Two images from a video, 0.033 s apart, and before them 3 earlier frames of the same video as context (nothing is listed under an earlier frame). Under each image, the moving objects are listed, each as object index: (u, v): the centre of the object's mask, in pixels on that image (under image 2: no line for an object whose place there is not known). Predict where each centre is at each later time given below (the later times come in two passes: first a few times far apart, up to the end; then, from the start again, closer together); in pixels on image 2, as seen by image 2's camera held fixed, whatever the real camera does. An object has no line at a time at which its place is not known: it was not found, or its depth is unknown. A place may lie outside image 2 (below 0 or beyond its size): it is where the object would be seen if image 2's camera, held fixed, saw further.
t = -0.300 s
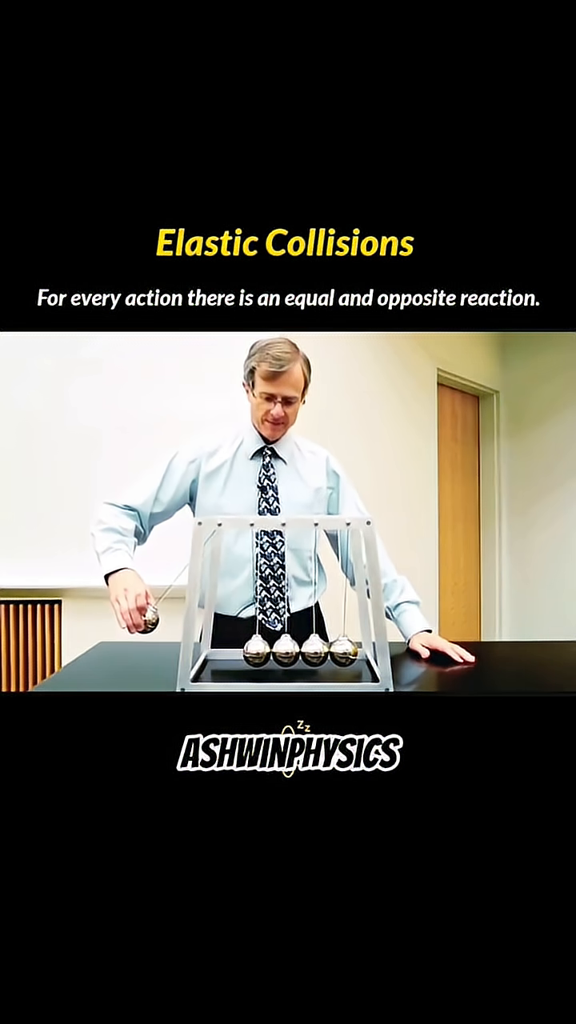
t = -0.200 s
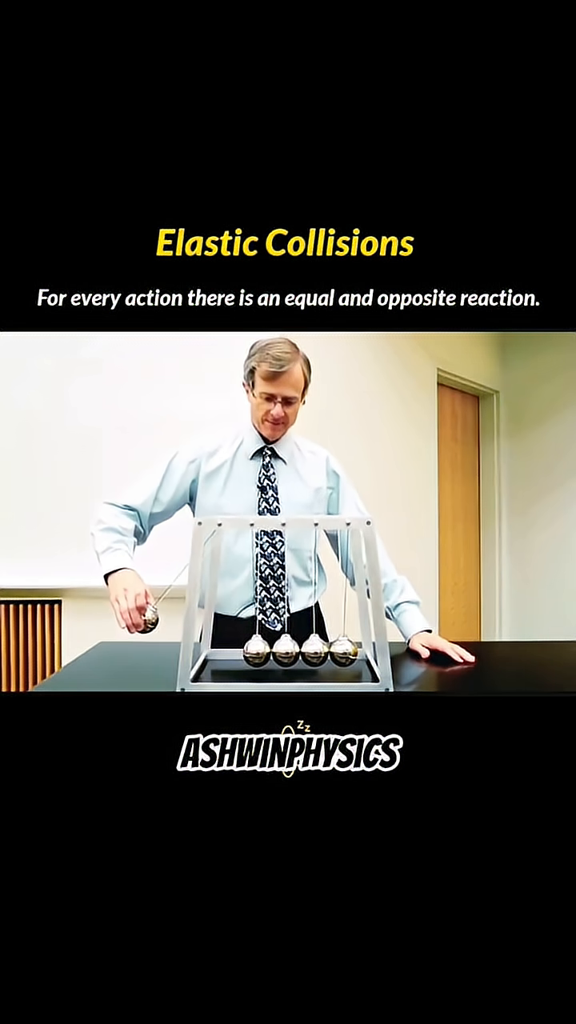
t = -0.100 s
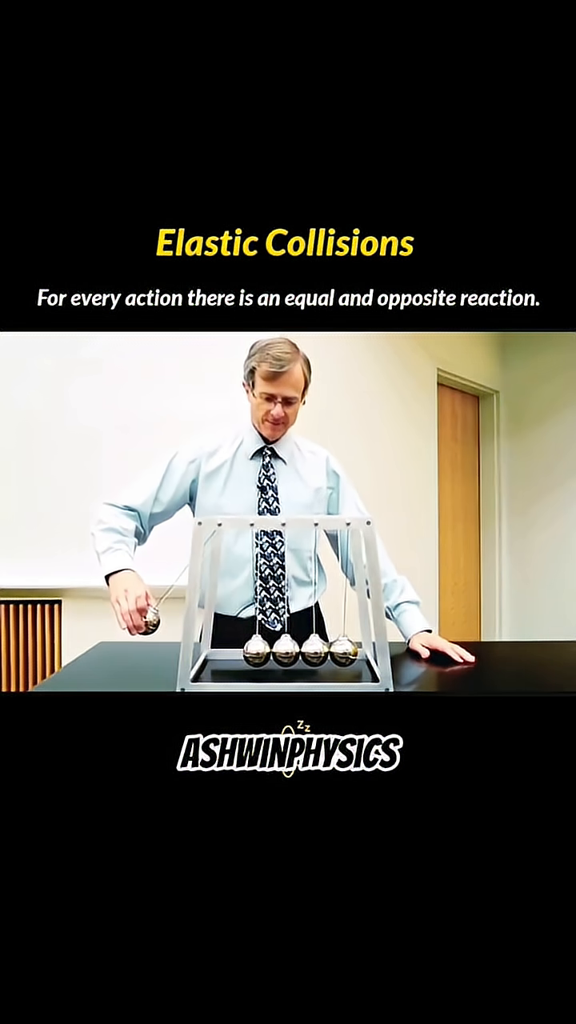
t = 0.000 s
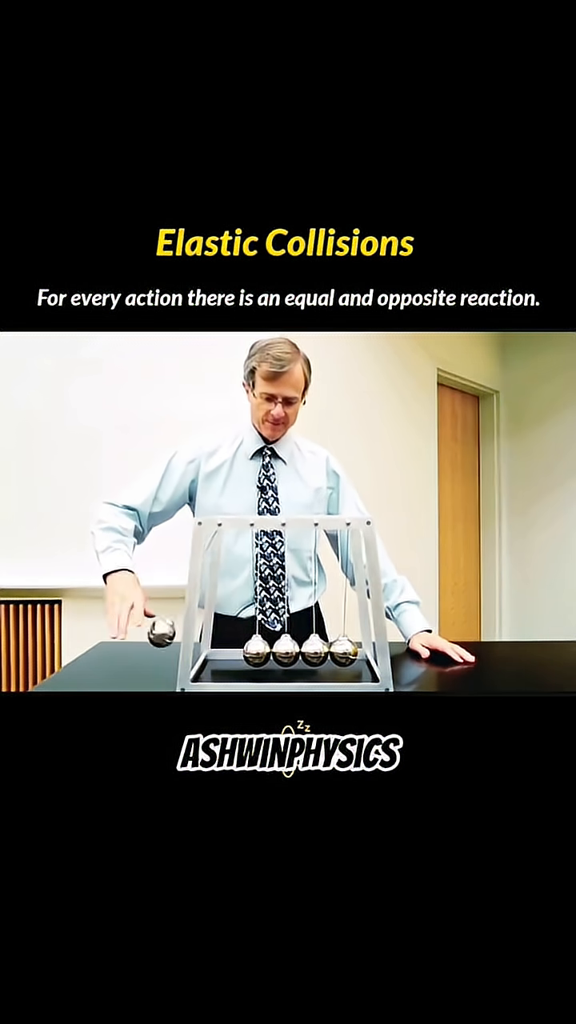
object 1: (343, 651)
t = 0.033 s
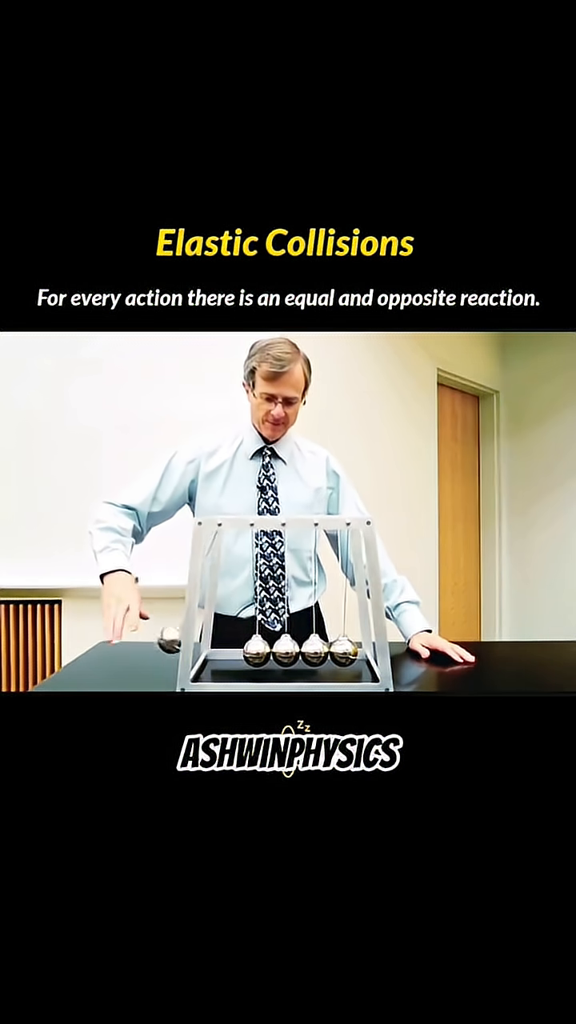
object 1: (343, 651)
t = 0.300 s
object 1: (405, 635)
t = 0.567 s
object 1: (405, 635)
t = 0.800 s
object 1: (345, 651)
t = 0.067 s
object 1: (343, 651)
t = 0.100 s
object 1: (343, 651)
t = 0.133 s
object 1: (343, 651)
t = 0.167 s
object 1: (348, 652)
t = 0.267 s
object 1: (398, 647)
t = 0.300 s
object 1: (405, 635)
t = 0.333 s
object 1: (414, 630)
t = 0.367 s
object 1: (420, 625)
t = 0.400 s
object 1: (424, 622)
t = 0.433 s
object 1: (425, 621)
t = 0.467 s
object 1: (424, 622)
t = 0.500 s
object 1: (420, 625)
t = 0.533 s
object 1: (414, 629)
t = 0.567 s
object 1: (405, 635)
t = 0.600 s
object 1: (396, 640)
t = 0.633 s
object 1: (370, 645)
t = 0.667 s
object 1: (363, 650)
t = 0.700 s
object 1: (347, 652)
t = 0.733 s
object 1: (343, 651)
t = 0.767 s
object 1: (344, 651)
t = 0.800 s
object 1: (345, 651)
